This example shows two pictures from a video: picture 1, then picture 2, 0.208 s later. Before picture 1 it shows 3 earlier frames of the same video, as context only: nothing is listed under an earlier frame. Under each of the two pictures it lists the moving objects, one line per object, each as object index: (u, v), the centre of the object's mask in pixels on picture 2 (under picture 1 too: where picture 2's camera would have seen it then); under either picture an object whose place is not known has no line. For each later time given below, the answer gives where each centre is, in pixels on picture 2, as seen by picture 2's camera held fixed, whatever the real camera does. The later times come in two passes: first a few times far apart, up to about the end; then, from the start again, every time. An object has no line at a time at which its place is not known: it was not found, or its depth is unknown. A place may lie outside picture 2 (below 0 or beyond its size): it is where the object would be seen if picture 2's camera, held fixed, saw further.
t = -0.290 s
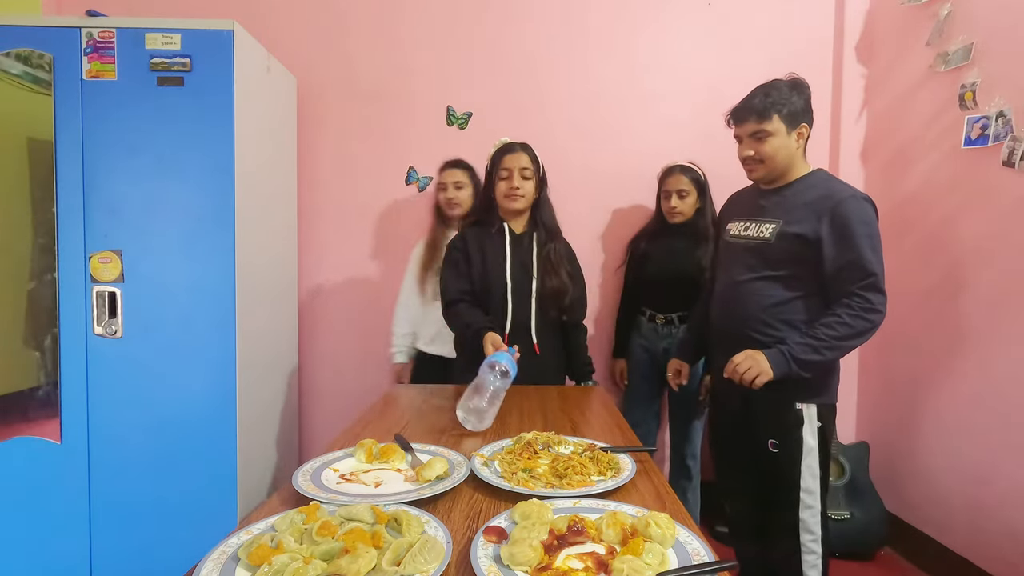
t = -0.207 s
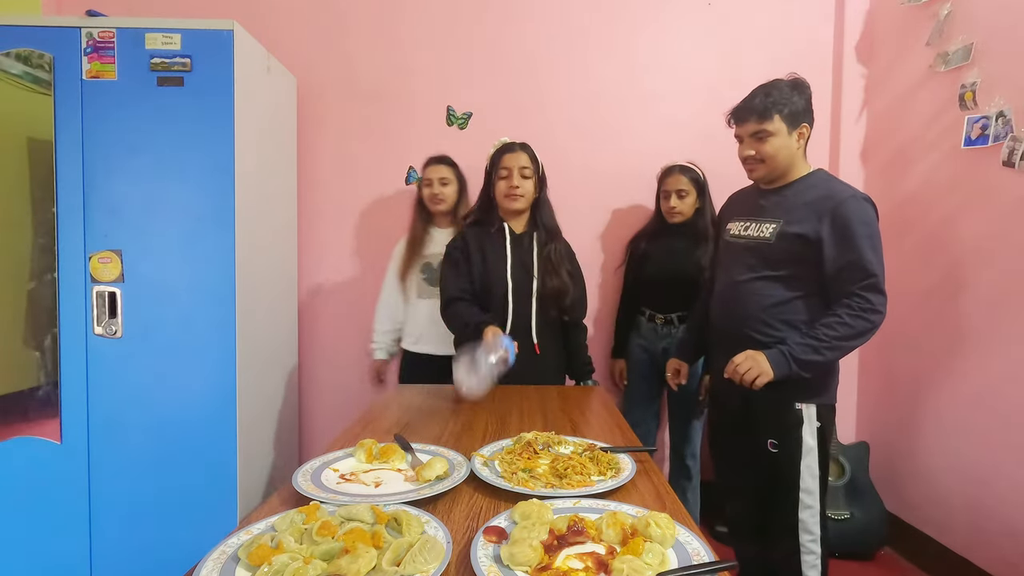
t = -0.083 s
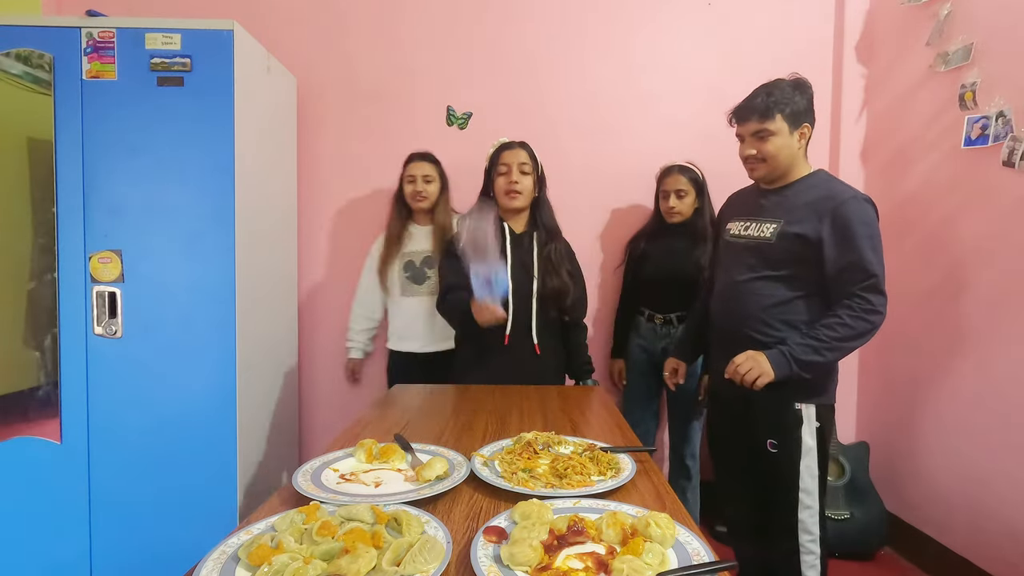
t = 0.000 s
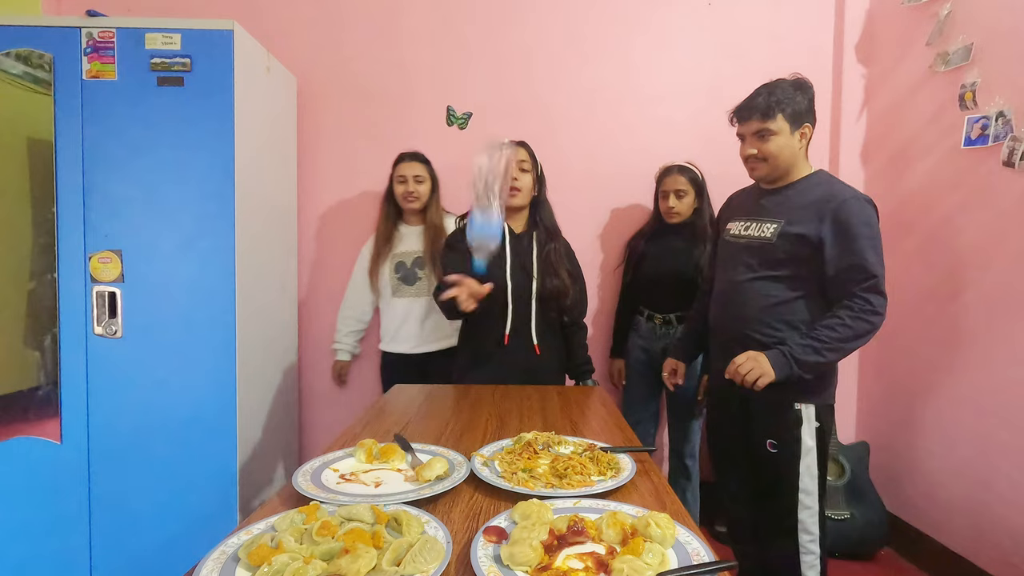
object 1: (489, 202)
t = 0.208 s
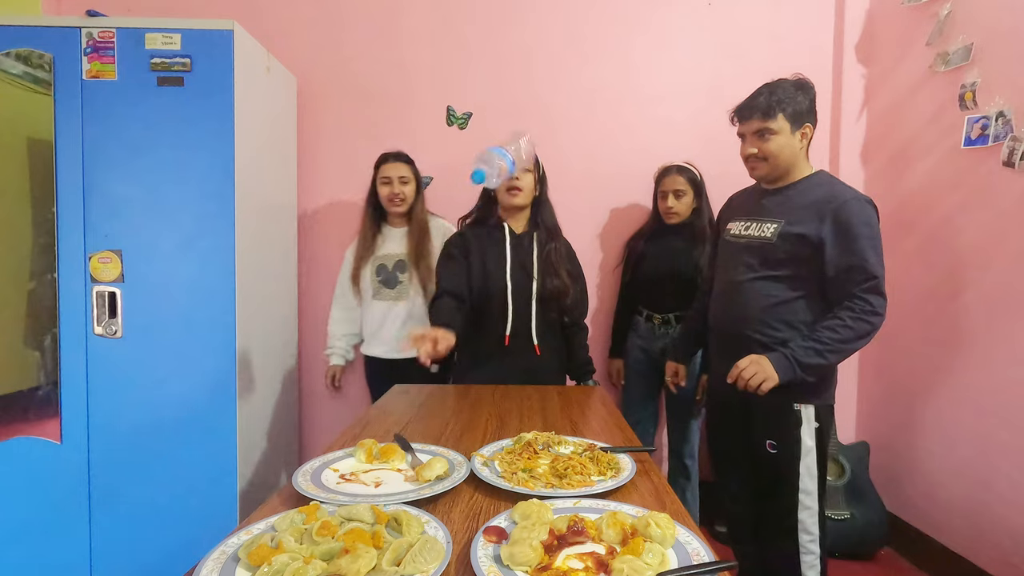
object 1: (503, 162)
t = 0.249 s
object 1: (507, 176)
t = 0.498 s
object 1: (518, 372)
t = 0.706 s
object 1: (527, 388)
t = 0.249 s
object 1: (507, 176)
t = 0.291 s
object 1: (510, 200)
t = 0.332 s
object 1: (511, 230)
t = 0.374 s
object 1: (514, 267)
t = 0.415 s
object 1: (517, 310)
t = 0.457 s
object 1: (518, 355)
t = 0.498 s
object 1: (518, 372)
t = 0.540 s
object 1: (521, 387)
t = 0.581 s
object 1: (523, 388)
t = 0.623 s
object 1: (525, 389)
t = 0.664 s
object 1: (526, 388)
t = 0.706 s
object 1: (527, 388)
